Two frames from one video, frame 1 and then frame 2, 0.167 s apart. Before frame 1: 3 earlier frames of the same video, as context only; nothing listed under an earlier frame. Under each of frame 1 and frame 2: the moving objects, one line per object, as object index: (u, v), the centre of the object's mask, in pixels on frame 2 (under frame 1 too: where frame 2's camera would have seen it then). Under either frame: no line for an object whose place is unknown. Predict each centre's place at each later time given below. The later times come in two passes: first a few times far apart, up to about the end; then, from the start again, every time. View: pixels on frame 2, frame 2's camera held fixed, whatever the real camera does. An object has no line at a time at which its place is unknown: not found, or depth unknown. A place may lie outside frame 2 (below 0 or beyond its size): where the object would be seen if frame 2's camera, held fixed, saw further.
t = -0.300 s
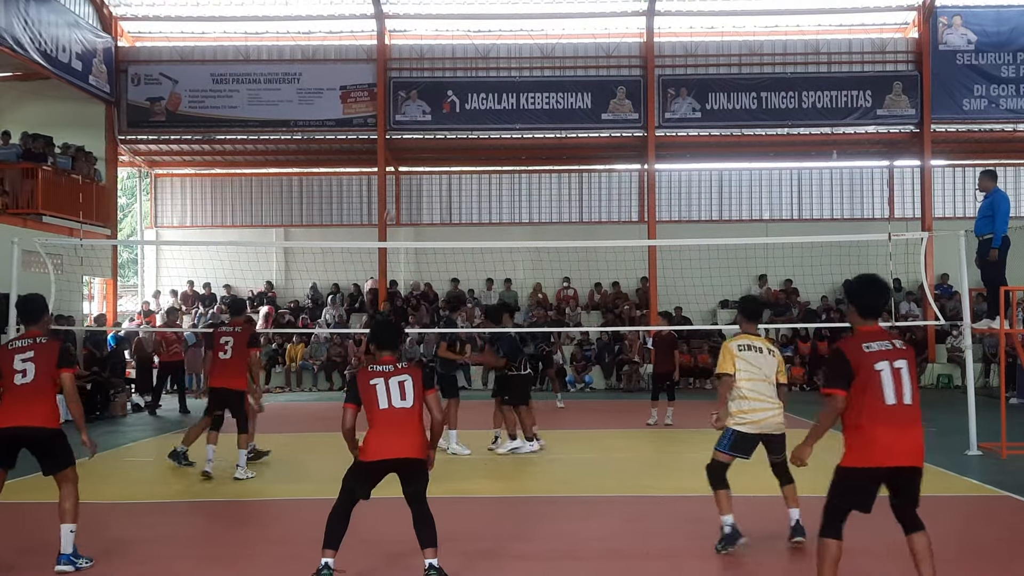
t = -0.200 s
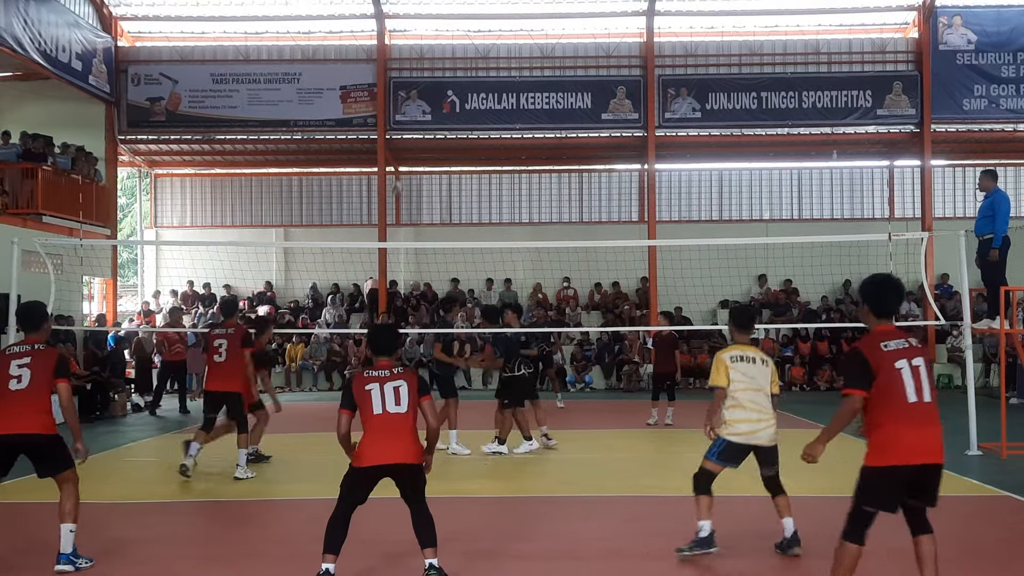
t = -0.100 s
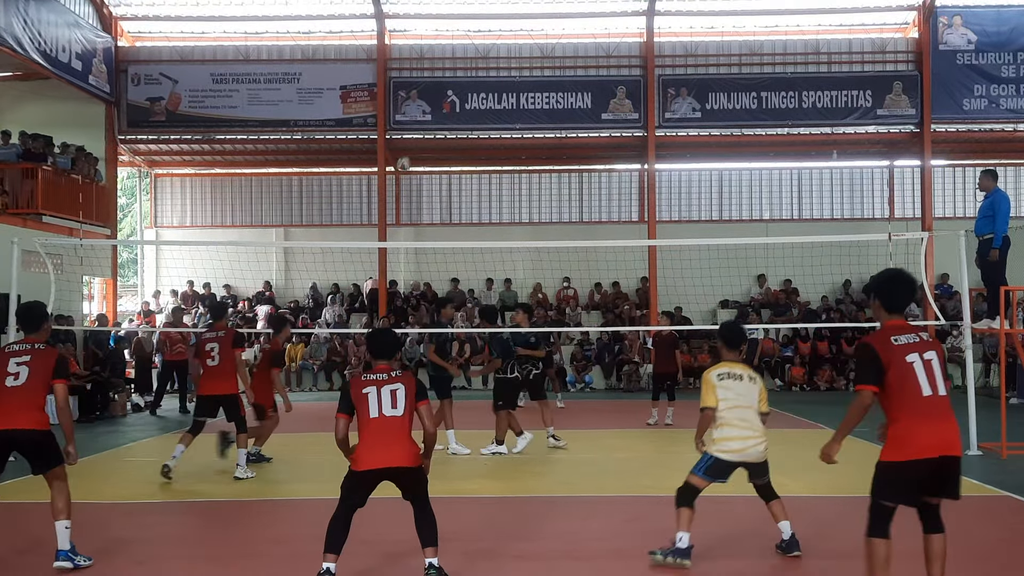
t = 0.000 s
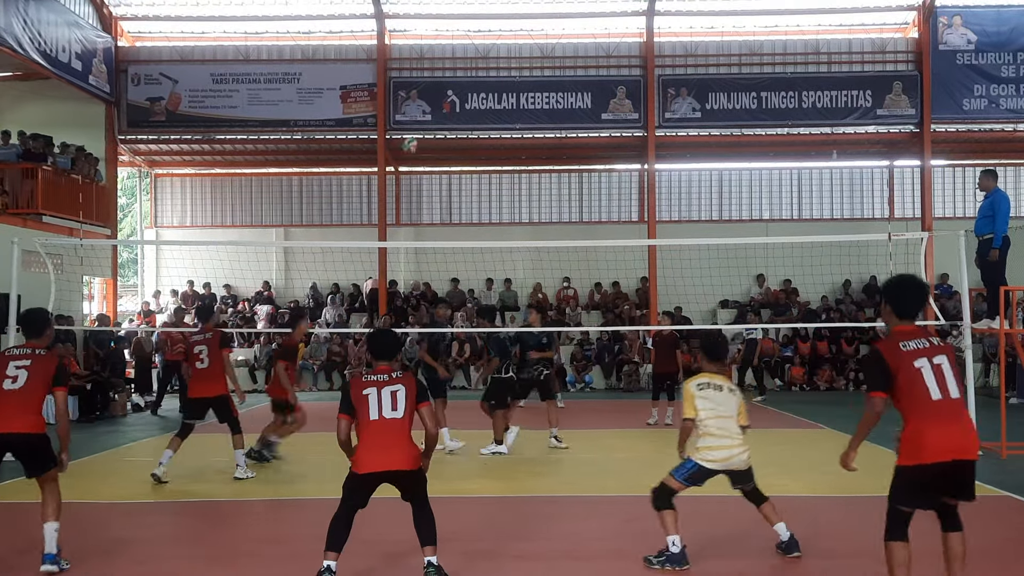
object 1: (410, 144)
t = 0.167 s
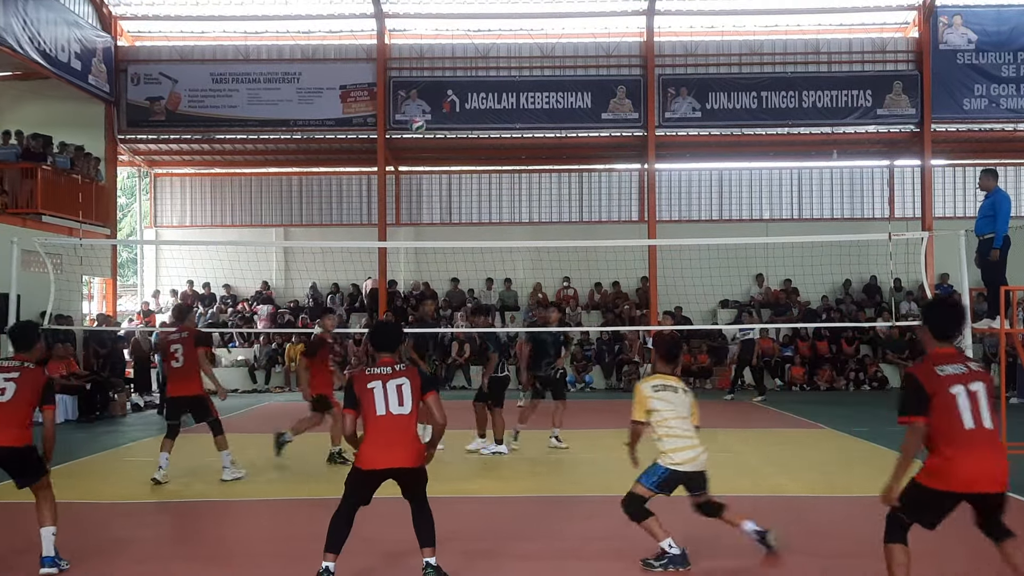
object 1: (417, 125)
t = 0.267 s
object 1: (420, 122)
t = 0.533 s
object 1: (433, 156)
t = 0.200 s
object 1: (418, 123)
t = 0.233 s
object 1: (419, 122)
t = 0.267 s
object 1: (420, 122)
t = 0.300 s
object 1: (422, 122)
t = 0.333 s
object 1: (424, 123)
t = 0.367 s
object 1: (425, 124)
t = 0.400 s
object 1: (427, 129)
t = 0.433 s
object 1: (428, 132)
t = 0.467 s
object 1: (430, 139)
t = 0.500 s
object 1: (432, 148)
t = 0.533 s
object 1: (433, 156)
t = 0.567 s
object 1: (435, 167)
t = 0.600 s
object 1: (438, 180)
